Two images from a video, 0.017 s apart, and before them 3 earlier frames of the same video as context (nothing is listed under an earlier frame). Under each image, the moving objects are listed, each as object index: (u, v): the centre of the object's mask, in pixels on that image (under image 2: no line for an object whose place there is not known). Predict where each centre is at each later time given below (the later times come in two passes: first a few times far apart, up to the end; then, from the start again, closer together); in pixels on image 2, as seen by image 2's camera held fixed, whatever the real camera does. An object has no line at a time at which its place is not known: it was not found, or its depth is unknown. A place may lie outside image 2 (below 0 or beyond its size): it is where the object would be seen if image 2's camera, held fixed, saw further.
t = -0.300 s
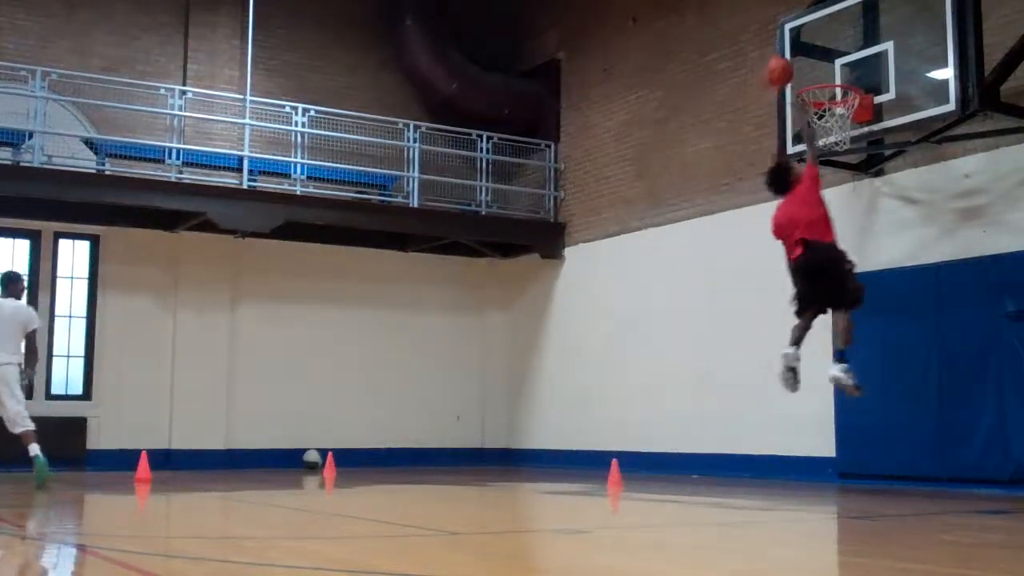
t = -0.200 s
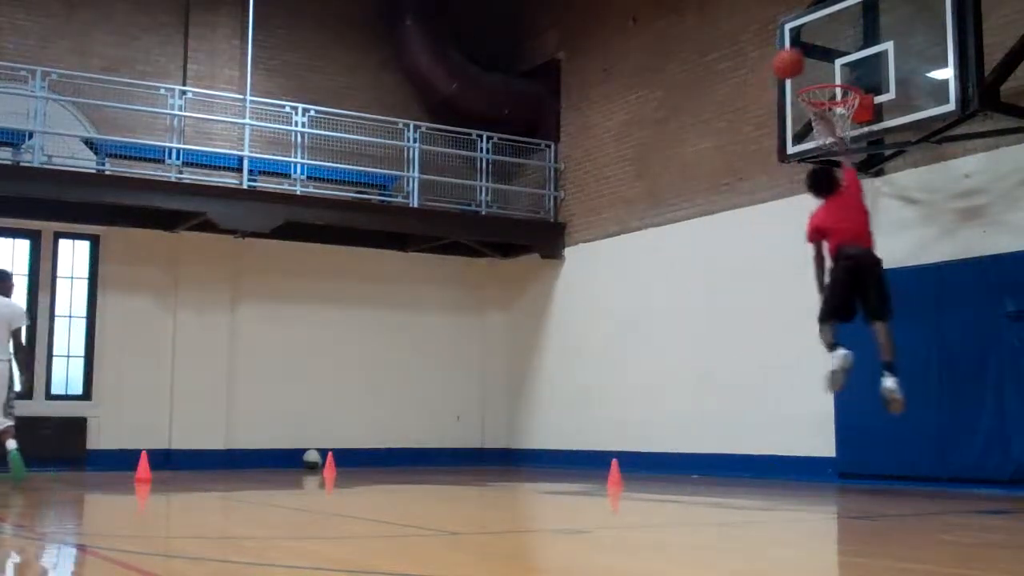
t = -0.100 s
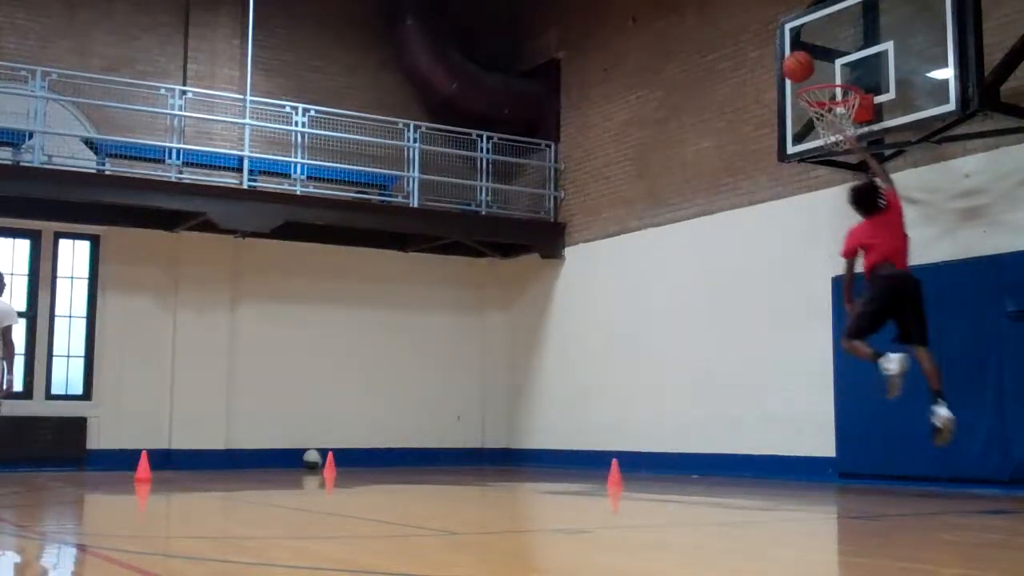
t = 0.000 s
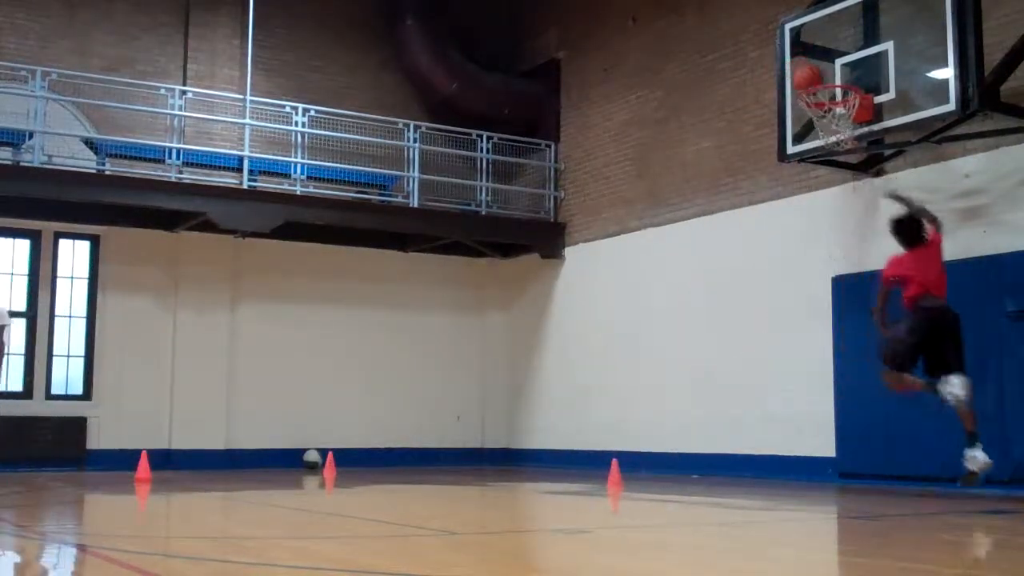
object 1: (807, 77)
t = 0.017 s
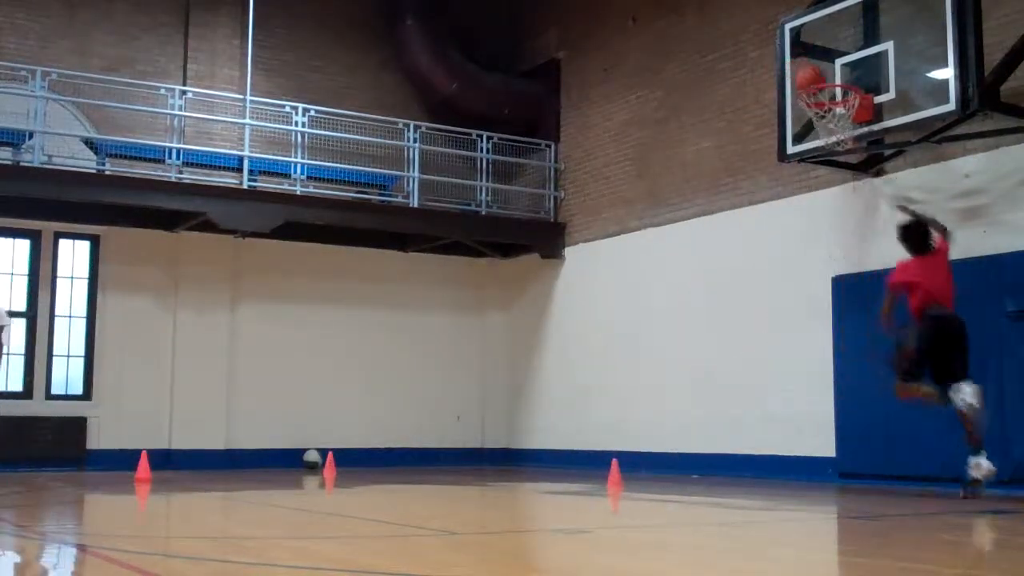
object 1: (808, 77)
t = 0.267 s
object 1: (842, 139)
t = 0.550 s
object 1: (868, 259)
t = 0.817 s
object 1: (894, 478)
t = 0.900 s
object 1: (896, 429)
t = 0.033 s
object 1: (811, 79)
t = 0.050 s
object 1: (813, 80)
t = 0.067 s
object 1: (814, 80)
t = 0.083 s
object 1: (819, 91)
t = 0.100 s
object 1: (821, 92)
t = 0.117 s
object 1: (825, 98)
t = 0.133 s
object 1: (824, 100)
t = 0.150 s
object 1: (824, 100)
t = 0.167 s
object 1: (825, 102)
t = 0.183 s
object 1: (824, 105)
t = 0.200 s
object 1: (829, 107)
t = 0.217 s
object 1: (838, 110)
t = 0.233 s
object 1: (836, 124)
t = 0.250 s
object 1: (838, 138)
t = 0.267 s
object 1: (842, 139)
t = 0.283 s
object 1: (844, 141)
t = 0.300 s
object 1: (847, 144)
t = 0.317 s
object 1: (848, 150)
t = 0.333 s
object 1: (850, 154)
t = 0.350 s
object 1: (852, 160)
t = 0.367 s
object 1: (853, 164)
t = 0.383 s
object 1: (854, 171)
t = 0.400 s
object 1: (857, 179)
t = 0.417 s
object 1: (857, 187)
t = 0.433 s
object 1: (858, 195)
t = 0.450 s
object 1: (860, 202)
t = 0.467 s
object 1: (861, 211)
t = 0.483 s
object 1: (863, 220)
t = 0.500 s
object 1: (864, 229)
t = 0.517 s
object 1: (866, 239)
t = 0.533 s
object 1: (867, 249)
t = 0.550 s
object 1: (868, 259)
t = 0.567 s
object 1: (870, 270)
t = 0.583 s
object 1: (871, 281)
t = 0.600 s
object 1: (872, 293)
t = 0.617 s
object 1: (874, 304)
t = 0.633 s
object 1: (876, 316)
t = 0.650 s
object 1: (877, 329)
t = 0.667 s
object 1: (879, 342)
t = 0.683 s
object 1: (880, 355)
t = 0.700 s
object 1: (882, 369)
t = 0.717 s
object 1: (884, 383)
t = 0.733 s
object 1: (885, 397)
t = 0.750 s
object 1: (888, 413)
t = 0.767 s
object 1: (889, 429)
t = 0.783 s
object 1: (891, 444)
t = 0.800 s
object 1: (893, 460)
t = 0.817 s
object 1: (894, 478)
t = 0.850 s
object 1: (895, 463)
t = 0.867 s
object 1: (895, 451)
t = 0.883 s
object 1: (896, 440)
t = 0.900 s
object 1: (896, 429)
